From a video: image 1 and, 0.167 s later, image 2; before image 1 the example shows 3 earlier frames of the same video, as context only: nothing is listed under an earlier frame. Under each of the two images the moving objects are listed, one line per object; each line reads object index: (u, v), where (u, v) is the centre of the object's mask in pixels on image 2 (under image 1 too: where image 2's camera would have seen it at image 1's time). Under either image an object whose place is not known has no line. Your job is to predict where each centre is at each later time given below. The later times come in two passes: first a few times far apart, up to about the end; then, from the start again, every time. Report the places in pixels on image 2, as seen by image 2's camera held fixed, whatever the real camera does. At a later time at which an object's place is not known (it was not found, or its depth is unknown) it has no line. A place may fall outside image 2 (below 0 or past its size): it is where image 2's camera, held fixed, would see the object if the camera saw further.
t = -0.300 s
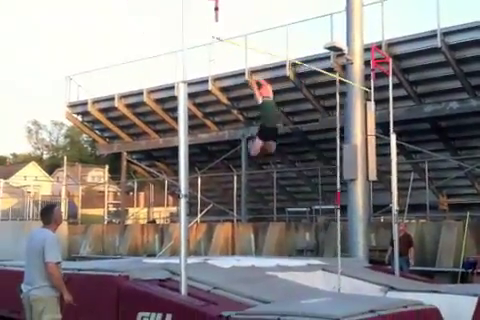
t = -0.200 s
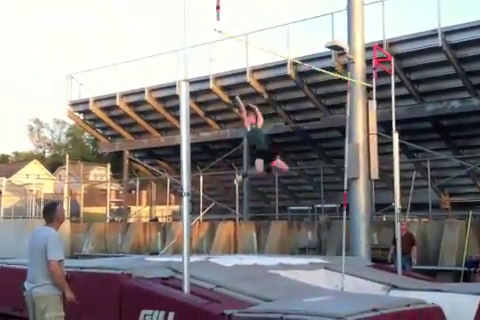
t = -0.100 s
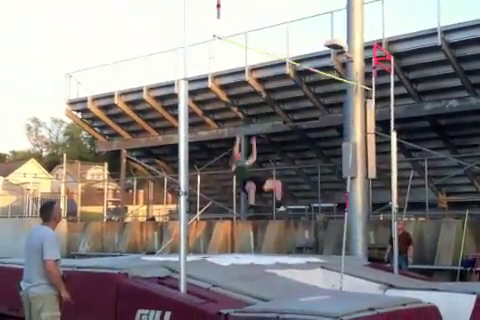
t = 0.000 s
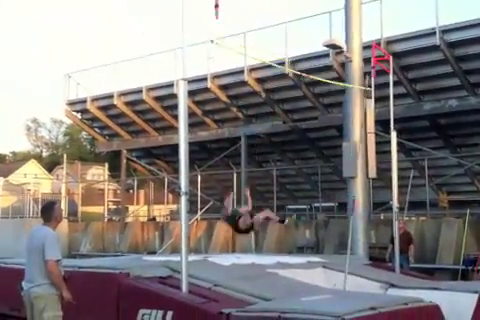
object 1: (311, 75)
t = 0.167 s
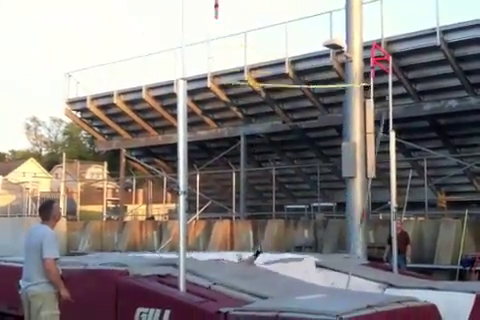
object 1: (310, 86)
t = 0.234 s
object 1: (292, 96)
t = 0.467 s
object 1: (291, 156)
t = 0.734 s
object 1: (298, 228)
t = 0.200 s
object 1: (292, 90)
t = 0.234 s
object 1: (292, 96)
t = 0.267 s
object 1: (288, 103)
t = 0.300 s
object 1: (291, 109)
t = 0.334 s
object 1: (288, 118)
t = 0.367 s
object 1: (290, 126)
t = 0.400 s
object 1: (291, 135)
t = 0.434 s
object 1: (290, 145)
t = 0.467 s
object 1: (291, 156)
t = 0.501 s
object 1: (291, 166)
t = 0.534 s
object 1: (297, 173)
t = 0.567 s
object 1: (300, 181)
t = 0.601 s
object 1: (296, 197)
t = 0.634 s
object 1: (302, 202)
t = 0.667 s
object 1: (310, 205)
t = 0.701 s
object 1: (311, 212)
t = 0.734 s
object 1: (298, 228)
